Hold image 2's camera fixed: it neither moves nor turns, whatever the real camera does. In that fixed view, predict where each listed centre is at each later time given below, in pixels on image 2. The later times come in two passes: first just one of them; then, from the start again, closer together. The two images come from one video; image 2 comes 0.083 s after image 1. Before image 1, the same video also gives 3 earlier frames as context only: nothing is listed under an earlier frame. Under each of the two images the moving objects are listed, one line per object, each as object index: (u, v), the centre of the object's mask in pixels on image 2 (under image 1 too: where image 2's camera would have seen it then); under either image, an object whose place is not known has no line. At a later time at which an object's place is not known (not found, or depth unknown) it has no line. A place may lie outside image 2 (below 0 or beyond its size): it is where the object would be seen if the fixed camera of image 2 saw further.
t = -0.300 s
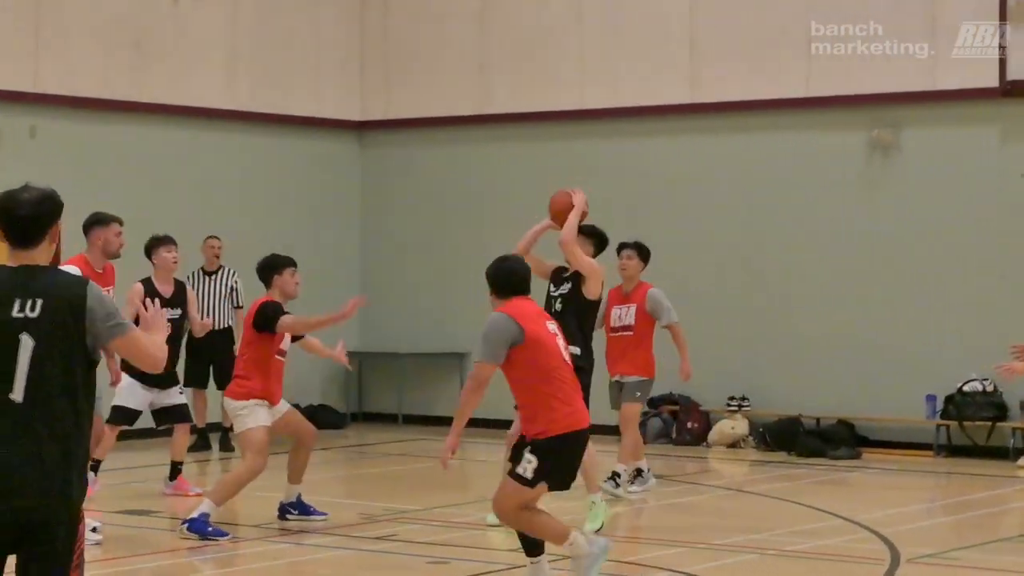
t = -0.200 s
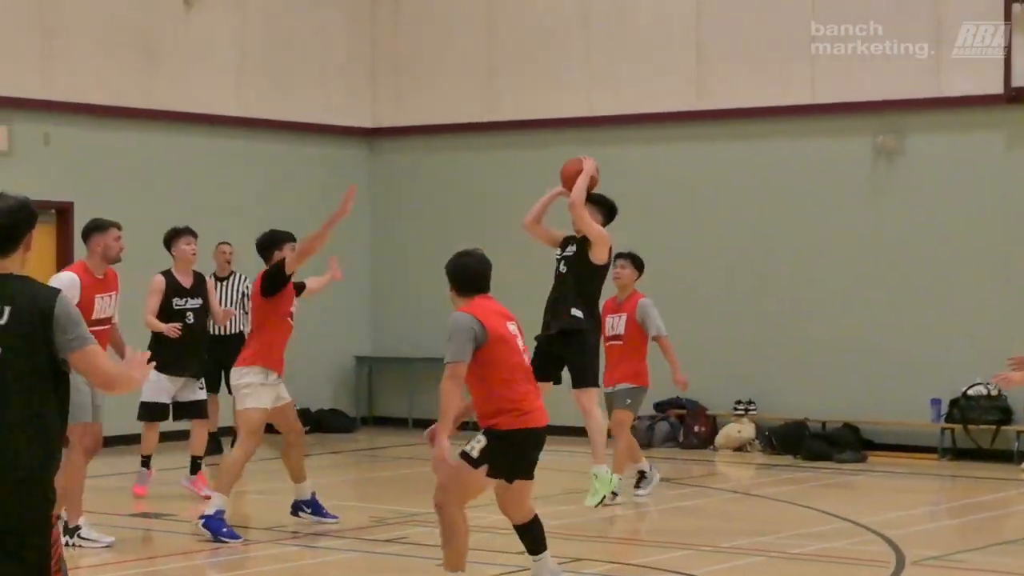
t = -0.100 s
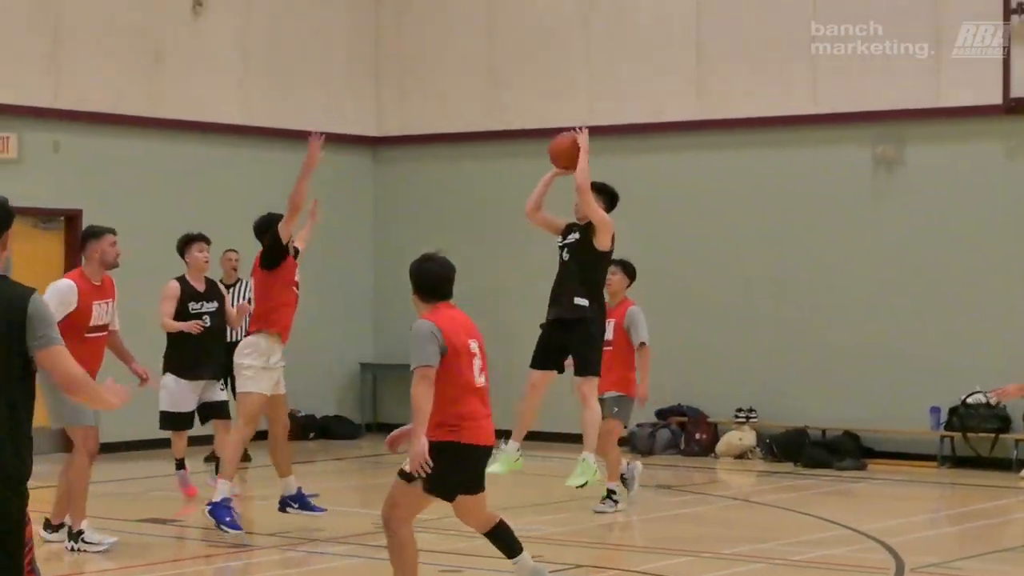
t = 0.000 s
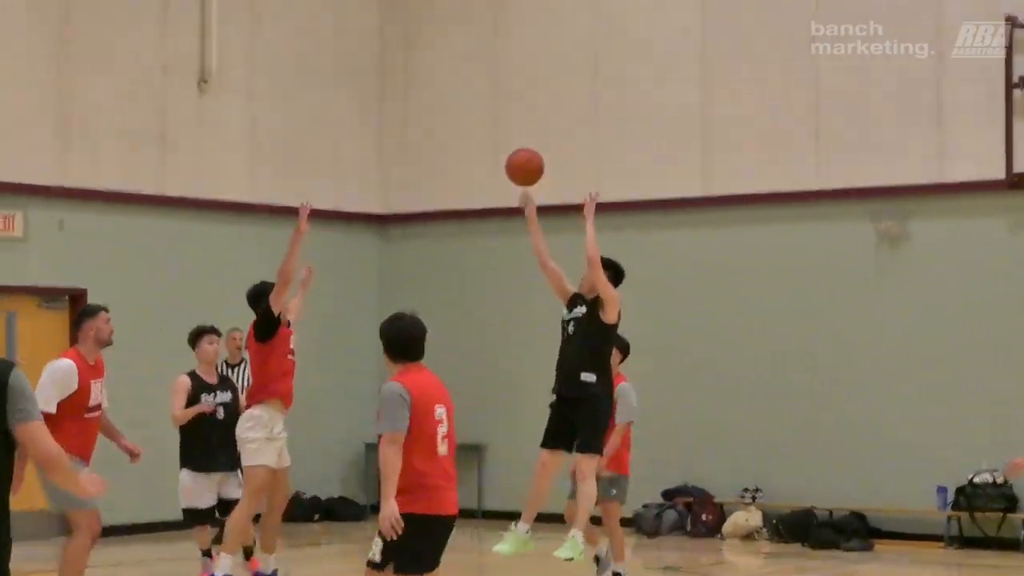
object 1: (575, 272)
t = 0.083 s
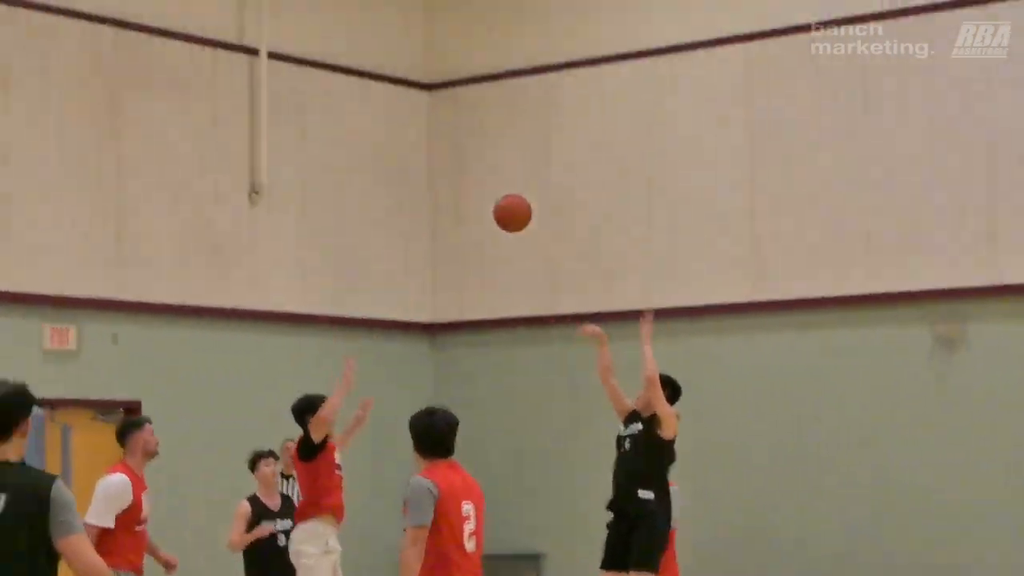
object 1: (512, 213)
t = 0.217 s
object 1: (418, 142)
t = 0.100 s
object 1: (500, 203)
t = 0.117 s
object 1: (488, 193)
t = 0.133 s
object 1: (477, 183)
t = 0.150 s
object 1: (465, 173)
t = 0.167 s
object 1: (453, 165)
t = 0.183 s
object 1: (442, 156)
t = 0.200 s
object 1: (430, 149)
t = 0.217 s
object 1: (418, 142)
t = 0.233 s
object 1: (406, 135)
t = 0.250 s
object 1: (394, 128)
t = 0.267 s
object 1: (382, 122)
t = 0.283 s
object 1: (370, 117)
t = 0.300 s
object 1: (357, 112)
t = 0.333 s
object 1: (333, 103)
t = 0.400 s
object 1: (285, 90)
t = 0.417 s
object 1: (273, 88)
